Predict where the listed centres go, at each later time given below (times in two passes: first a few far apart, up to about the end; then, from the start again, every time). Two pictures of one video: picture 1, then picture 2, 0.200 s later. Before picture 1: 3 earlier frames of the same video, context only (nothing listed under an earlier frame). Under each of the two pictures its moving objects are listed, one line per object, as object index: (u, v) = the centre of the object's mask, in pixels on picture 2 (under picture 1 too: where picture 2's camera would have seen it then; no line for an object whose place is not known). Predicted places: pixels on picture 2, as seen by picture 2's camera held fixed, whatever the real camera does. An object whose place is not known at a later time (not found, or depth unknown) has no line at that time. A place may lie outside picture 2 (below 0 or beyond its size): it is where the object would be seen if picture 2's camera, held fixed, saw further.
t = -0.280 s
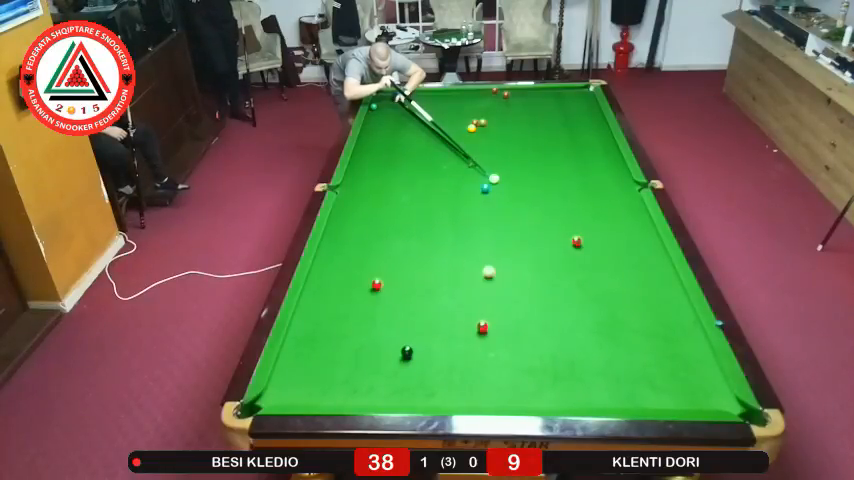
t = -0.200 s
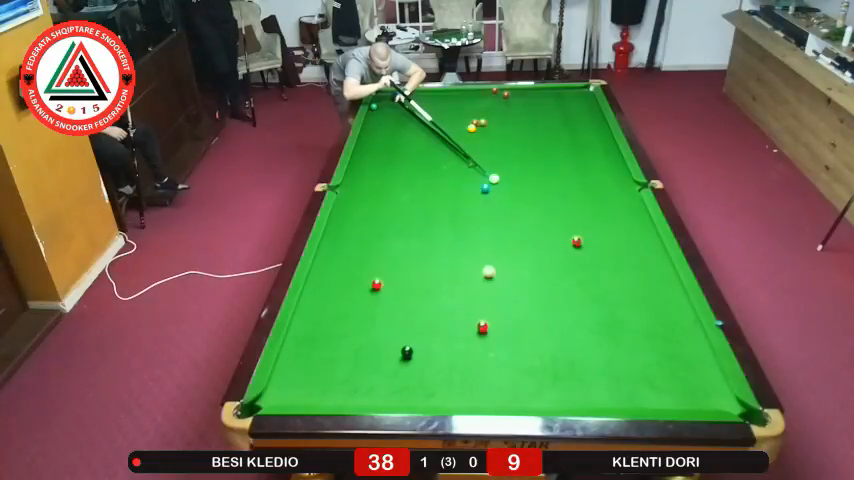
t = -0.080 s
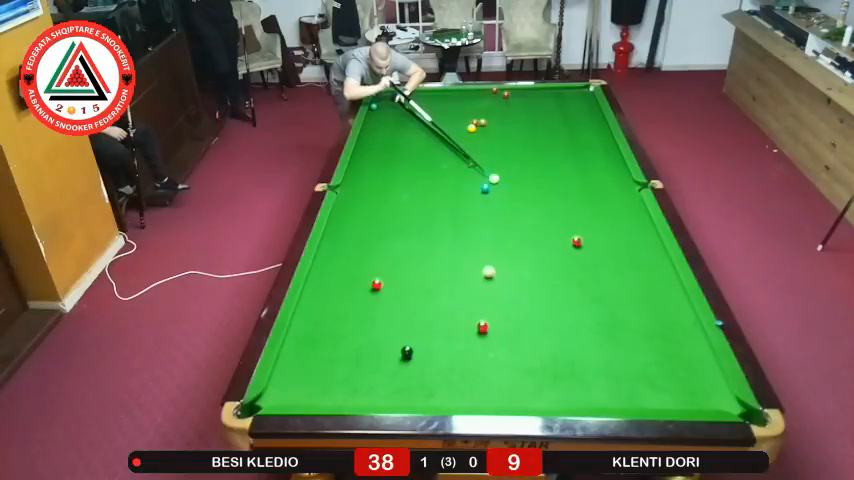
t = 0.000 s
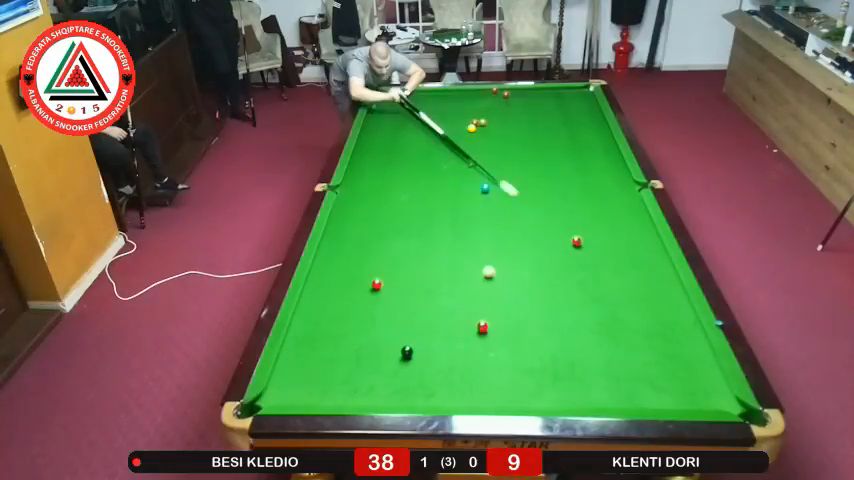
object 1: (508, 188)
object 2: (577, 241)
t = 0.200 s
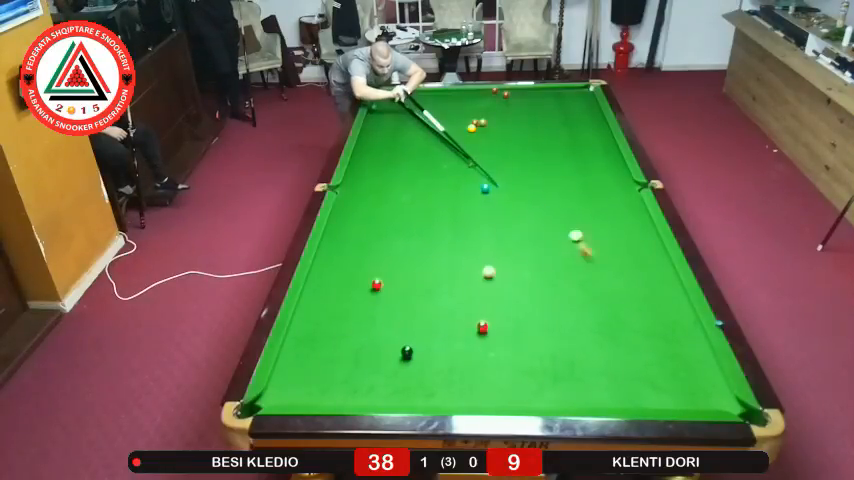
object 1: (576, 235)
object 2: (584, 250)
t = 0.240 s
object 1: (580, 235)
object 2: (596, 263)
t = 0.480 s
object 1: (600, 232)
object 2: (675, 350)
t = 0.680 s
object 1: (615, 230)
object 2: (740, 409)
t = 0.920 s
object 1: (634, 228)
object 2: (726, 400)
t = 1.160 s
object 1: (650, 226)
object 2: (722, 384)
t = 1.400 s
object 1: (636, 224)
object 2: (714, 371)
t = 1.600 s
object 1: (625, 223)
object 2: (707, 362)
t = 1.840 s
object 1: (613, 221)
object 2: (702, 352)
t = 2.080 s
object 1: (602, 220)
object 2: (696, 344)
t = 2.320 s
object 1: (593, 219)
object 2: (692, 337)
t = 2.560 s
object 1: (584, 218)
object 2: (688, 331)
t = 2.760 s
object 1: (578, 217)
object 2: (686, 327)
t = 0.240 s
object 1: (580, 235)
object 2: (596, 263)
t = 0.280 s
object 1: (583, 234)
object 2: (609, 276)
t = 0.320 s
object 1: (586, 234)
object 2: (621, 290)
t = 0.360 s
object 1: (590, 233)
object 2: (634, 305)
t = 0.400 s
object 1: (593, 233)
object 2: (647, 320)
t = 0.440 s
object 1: (596, 233)
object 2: (661, 335)
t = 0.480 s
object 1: (600, 232)
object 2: (675, 350)
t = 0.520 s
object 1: (603, 232)
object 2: (690, 366)
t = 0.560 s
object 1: (606, 232)
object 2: (704, 383)
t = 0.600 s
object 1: (609, 231)
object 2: (719, 399)
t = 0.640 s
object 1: (612, 231)
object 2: (738, 408)
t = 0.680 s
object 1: (615, 230)
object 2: (740, 409)
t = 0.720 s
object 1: (618, 230)
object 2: (739, 407)
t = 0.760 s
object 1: (621, 230)
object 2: (736, 407)
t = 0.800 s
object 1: (625, 229)
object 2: (728, 406)
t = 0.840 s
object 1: (628, 229)
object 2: (728, 405)
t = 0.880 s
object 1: (631, 229)
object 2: (727, 402)
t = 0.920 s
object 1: (634, 228)
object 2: (726, 400)
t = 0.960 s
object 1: (637, 228)
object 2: (726, 397)
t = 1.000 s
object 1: (639, 228)
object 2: (726, 394)
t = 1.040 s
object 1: (642, 227)
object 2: (725, 391)
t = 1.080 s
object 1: (645, 227)
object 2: (725, 389)
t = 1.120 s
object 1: (648, 227)
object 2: (724, 387)
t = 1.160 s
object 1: (650, 226)
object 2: (722, 384)
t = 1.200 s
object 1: (648, 226)
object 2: (721, 382)
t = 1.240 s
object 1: (645, 226)
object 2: (719, 380)
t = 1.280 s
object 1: (643, 225)
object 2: (718, 378)
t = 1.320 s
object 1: (641, 225)
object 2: (716, 376)
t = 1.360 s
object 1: (638, 224)
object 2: (715, 373)
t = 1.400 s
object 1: (636, 224)
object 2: (714, 371)
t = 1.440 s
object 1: (634, 224)
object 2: (713, 369)
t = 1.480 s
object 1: (632, 224)
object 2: (711, 367)
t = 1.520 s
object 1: (629, 223)
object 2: (710, 365)
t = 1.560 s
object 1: (627, 223)
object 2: (709, 364)
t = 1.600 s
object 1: (625, 223)
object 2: (707, 362)
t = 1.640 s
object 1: (623, 223)
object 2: (707, 360)
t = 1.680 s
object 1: (621, 222)
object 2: (706, 358)
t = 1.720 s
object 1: (619, 222)
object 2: (704, 356)
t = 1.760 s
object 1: (617, 222)
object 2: (703, 355)
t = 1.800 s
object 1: (615, 221)
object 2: (702, 353)
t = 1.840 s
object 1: (613, 221)
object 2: (702, 352)
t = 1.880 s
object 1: (611, 221)
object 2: (701, 351)
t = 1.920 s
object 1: (609, 221)
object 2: (700, 349)
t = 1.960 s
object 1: (607, 221)
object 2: (699, 348)
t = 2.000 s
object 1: (606, 220)
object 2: (698, 346)
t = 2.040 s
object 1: (604, 220)
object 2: (697, 345)
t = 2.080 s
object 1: (602, 220)
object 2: (696, 344)
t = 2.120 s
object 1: (600, 220)
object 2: (696, 342)
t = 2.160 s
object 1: (599, 219)
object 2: (694, 341)
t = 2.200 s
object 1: (597, 219)
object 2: (694, 340)
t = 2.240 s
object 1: (596, 219)
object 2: (693, 339)
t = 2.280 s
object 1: (594, 219)
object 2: (693, 338)
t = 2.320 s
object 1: (593, 219)
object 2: (692, 337)
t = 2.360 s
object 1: (591, 219)
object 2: (691, 335)
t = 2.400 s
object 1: (590, 219)
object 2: (691, 335)
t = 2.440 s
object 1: (588, 218)
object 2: (690, 333)
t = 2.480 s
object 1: (587, 218)
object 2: (690, 333)
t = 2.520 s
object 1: (586, 218)
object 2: (689, 332)
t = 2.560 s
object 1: (584, 218)
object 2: (688, 331)
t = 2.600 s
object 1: (583, 218)
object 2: (688, 330)
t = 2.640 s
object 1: (582, 218)
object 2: (687, 329)
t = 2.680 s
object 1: (581, 218)
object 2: (686, 329)
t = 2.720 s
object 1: (580, 217)
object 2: (686, 328)
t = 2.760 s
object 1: (578, 217)
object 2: (686, 327)
